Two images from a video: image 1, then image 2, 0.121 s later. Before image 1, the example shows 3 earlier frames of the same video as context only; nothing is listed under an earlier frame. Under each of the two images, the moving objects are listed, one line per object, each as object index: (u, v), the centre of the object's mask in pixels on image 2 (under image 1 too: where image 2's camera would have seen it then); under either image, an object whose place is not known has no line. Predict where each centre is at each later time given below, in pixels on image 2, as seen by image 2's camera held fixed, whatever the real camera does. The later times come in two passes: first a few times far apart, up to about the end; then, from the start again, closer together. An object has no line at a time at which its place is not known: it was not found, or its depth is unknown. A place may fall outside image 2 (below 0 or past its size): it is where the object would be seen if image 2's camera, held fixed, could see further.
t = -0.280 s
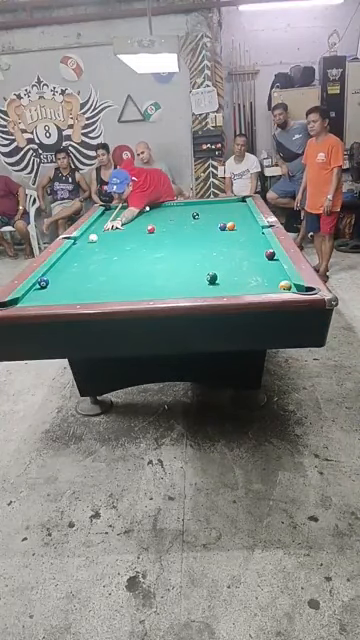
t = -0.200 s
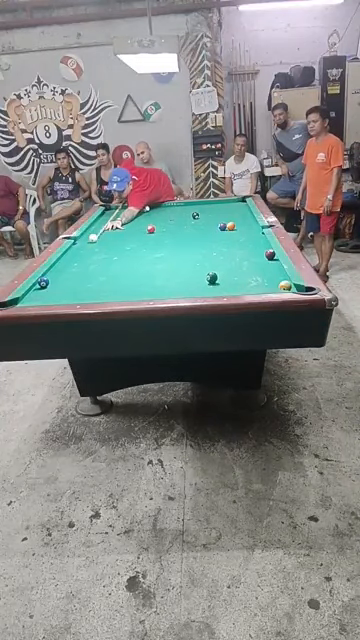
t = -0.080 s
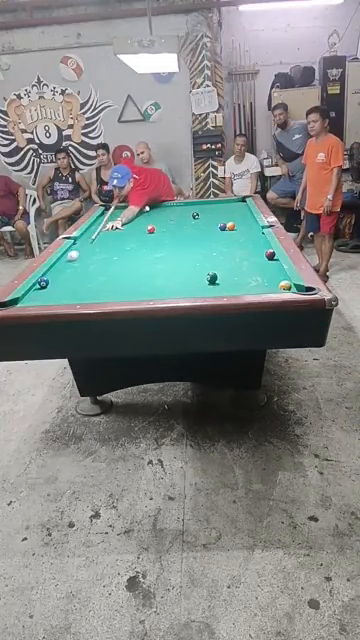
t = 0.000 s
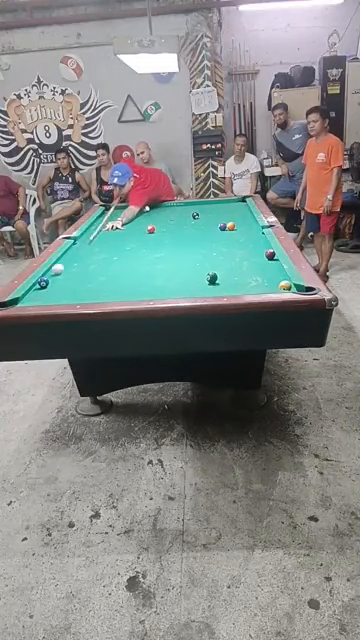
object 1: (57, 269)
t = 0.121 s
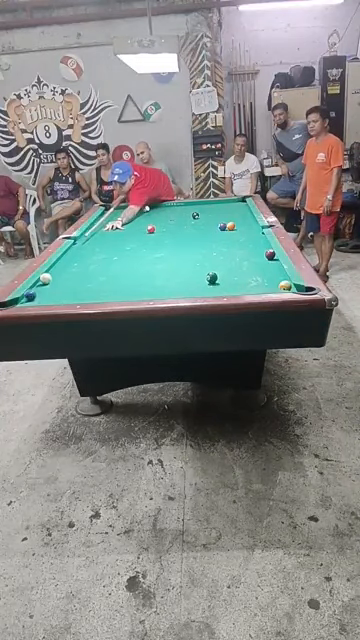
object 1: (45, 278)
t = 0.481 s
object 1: (53, 270)
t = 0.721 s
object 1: (59, 265)
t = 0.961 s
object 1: (64, 261)
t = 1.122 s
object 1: (67, 258)
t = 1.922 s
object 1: (80, 247)
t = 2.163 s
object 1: (83, 245)
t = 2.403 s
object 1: (86, 243)
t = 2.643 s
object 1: (89, 240)
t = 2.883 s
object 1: (91, 239)
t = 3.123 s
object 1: (93, 237)
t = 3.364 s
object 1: (95, 236)
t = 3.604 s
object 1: (96, 235)
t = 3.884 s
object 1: (97, 234)
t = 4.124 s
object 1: (99, 233)
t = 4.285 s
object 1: (99, 233)
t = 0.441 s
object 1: (52, 271)
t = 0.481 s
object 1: (53, 270)
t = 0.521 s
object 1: (54, 269)
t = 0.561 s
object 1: (55, 268)
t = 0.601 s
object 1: (56, 267)
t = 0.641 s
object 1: (57, 267)
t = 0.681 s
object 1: (58, 266)
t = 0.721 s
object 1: (59, 265)
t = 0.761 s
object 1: (60, 264)
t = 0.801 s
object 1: (61, 263)
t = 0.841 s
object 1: (62, 262)
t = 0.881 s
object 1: (62, 262)
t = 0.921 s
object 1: (64, 261)
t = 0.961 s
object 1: (64, 261)
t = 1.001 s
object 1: (65, 260)
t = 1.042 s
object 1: (66, 259)
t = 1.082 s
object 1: (66, 259)
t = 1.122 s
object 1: (67, 258)
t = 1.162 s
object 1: (68, 257)
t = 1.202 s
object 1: (69, 256)
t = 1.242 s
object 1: (69, 256)
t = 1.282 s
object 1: (70, 255)
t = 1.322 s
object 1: (71, 255)
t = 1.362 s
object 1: (72, 254)
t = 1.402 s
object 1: (73, 254)
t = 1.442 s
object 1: (73, 253)
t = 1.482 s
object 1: (74, 252)
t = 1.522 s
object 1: (75, 252)
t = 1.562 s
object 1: (75, 251)
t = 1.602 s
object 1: (76, 251)
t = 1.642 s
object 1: (76, 251)
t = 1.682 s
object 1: (77, 250)
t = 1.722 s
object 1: (77, 249)
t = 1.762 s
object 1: (78, 249)
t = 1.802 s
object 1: (78, 249)
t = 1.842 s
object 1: (79, 248)
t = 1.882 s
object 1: (80, 247)
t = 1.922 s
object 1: (80, 247)
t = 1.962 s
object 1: (81, 247)
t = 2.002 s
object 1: (81, 246)
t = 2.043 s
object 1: (82, 246)
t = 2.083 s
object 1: (82, 246)
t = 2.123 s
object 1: (83, 245)
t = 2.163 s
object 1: (83, 245)
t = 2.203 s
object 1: (84, 244)
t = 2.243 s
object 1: (84, 244)
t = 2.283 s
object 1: (85, 244)
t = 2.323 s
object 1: (85, 243)
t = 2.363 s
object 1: (86, 243)
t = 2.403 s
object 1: (86, 243)
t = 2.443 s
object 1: (86, 242)
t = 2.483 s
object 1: (87, 242)
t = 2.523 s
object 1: (87, 241)
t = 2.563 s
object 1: (88, 241)
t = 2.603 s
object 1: (88, 241)
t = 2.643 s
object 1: (89, 240)
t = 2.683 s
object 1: (89, 240)
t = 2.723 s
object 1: (89, 240)
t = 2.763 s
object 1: (90, 239)
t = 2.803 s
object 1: (90, 239)
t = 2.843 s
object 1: (90, 239)
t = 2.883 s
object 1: (91, 239)
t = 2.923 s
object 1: (91, 238)
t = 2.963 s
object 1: (92, 238)
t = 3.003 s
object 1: (92, 238)
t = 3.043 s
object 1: (93, 237)
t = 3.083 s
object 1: (93, 237)
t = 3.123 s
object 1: (93, 237)
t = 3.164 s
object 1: (93, 237)
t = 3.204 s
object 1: (94, 237)
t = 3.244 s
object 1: (94, 236)
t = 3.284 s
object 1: (94, 236)
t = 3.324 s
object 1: (94, 236)
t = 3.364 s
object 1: (95, 236)
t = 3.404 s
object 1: (95, 236)
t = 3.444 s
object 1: (95, 236)
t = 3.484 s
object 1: (96, 235)
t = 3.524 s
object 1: (96, 235)
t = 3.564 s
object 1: (96, 235)
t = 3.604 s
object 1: (96, 235)
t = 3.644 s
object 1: (96, 235)
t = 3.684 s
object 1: (97, 234)
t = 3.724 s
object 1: (97, 234)
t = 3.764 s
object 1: (97, 234)
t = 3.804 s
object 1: (97, 234)
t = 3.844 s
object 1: (97, 234)
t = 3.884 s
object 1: (97, 234)
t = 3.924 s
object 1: (98, 233)
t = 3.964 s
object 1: (98, 233)
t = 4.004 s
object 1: (98, 233)
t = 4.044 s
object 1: (98, 233)
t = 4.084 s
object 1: (98, 233)
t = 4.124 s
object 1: (99, 233)
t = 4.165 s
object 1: (99, 233)
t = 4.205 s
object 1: (99, 233)
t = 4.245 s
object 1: (99, 233)
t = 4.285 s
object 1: (99, 233)
